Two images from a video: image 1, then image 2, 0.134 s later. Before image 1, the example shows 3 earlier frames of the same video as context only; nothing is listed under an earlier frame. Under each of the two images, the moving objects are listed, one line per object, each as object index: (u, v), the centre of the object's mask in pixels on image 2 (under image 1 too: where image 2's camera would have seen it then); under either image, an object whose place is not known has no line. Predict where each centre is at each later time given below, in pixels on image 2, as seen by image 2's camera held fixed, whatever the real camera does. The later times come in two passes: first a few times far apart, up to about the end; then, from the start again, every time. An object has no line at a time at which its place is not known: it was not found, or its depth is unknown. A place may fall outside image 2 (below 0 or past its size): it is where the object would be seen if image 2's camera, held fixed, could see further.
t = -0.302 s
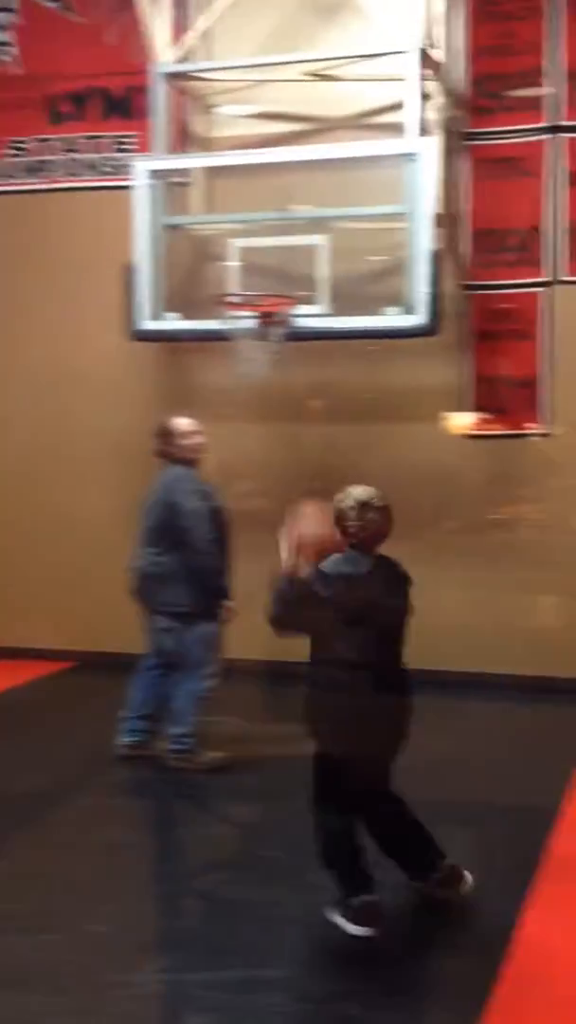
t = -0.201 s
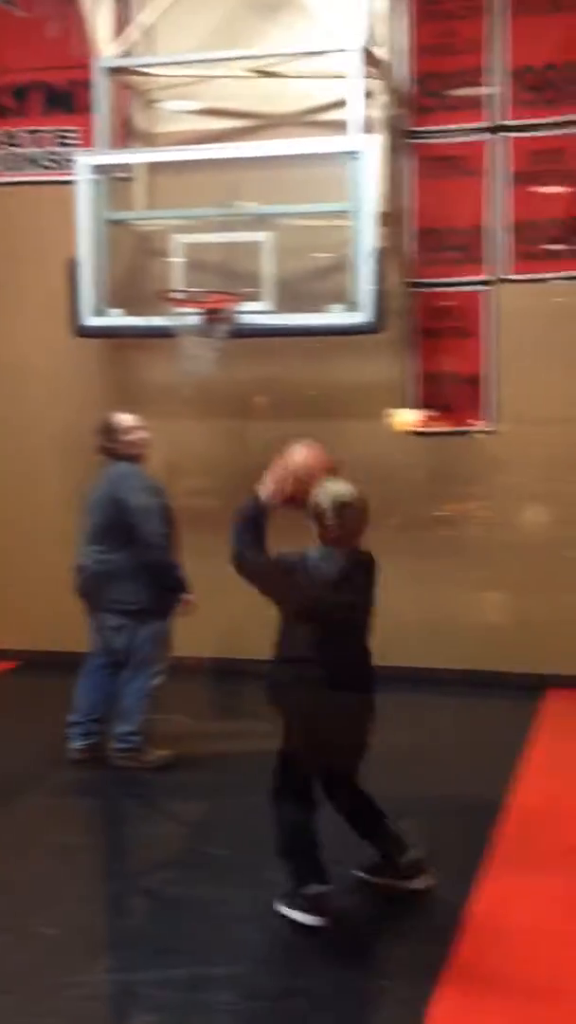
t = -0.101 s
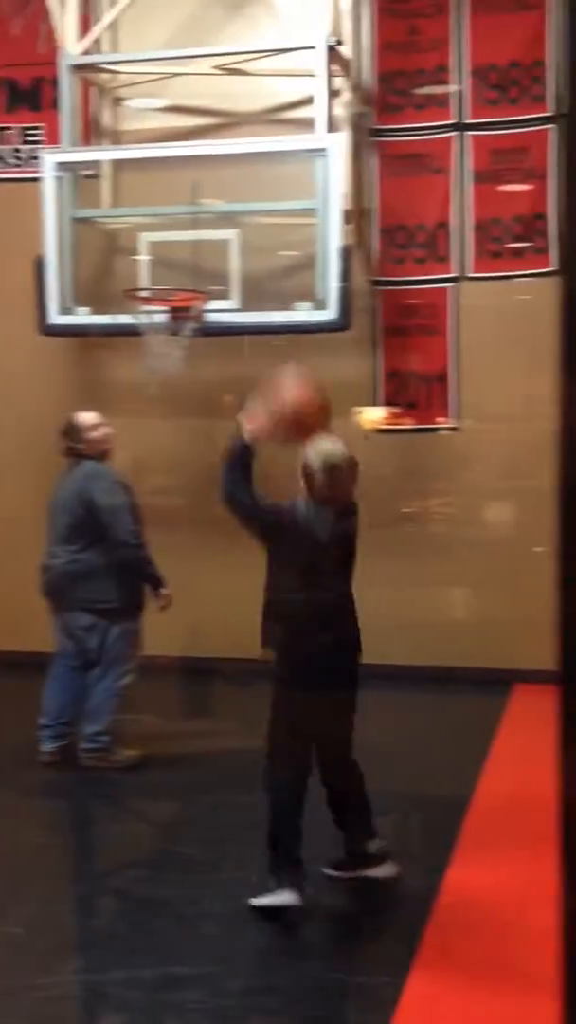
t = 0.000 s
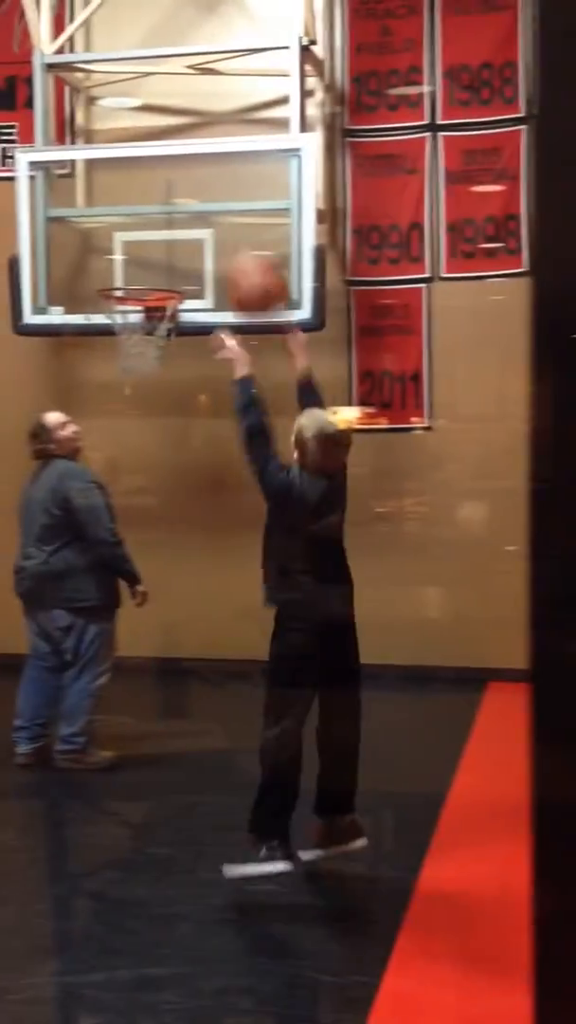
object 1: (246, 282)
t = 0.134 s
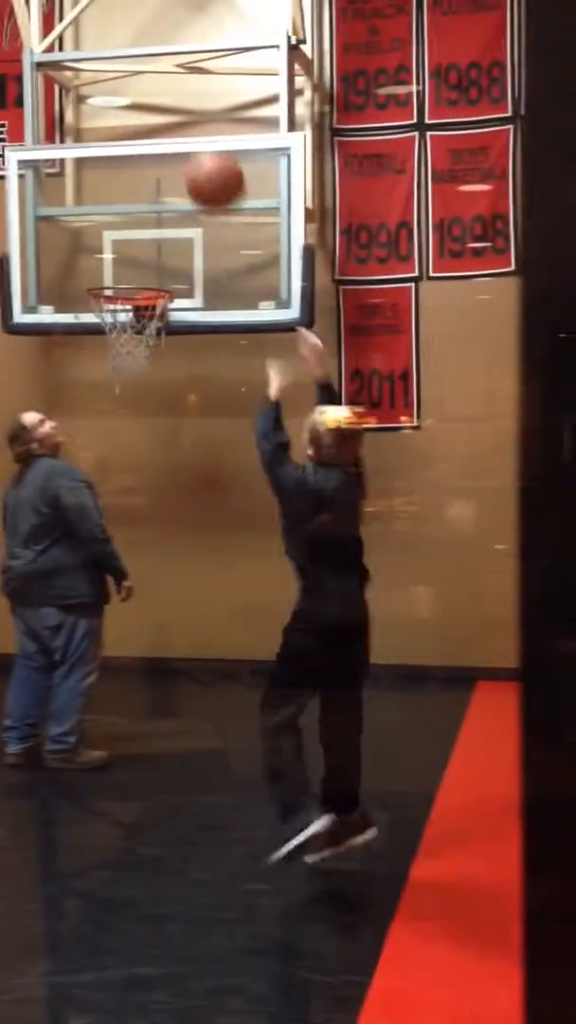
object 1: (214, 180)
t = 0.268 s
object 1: (189, 133)
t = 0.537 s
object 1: (151, 160)
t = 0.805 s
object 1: (128, 306)
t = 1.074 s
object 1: (125, 356)
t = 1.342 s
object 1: (125, 490)
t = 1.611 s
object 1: (131, 662)
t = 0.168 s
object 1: (208, 166)
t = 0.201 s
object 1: (201, 151)
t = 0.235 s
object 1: (195, 139)
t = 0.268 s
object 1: (189, 133)
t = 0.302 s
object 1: (183, 128)
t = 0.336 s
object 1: (179, 126)
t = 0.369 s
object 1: (174, 127)
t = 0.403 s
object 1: (169, 129)
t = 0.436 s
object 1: (164, 133)
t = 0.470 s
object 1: (160, 142)
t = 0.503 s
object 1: (155, 149)
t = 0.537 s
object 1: (151, 160)
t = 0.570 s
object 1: (147, 174)
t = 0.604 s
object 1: (144, 185)
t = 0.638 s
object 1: (141, 203)
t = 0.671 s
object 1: (137, 219)
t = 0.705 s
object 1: (134, 241)
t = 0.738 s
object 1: (131, 262)
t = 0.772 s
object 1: (127, 273)
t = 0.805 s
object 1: (128, 306)
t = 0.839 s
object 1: (127, 322)
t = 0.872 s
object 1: (126, 327)
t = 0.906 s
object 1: (125, 330)
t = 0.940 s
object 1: (124, 331)
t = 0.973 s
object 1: (125, 335)
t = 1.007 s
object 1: (125, 336)
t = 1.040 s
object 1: (125, 347)
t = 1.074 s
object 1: (125, 356)
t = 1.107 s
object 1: (125, 363)
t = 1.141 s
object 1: (126, 377)
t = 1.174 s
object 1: (127, 392)
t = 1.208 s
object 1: (127, 410)
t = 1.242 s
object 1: (125, 427)
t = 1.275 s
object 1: (127, 445)
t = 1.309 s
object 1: (127, 470)
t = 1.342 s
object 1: (125, 490)
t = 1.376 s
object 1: (126, 516)
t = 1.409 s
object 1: (129, 539)
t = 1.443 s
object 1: (129, 570)
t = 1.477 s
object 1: (129, 596)
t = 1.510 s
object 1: (129, 626)
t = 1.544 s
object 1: (133, 663)
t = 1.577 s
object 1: (130, 677)
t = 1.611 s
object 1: (131, 662)
